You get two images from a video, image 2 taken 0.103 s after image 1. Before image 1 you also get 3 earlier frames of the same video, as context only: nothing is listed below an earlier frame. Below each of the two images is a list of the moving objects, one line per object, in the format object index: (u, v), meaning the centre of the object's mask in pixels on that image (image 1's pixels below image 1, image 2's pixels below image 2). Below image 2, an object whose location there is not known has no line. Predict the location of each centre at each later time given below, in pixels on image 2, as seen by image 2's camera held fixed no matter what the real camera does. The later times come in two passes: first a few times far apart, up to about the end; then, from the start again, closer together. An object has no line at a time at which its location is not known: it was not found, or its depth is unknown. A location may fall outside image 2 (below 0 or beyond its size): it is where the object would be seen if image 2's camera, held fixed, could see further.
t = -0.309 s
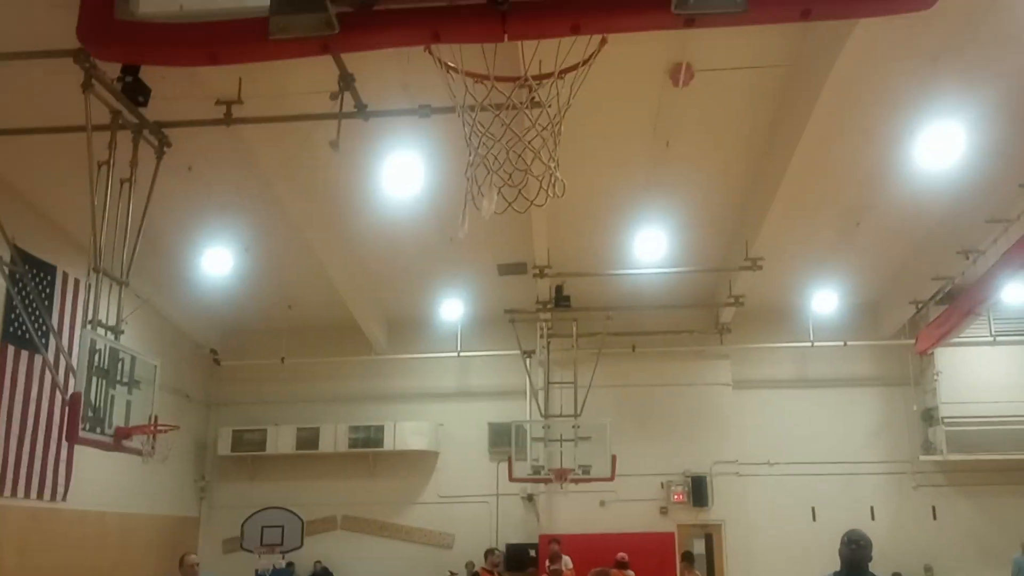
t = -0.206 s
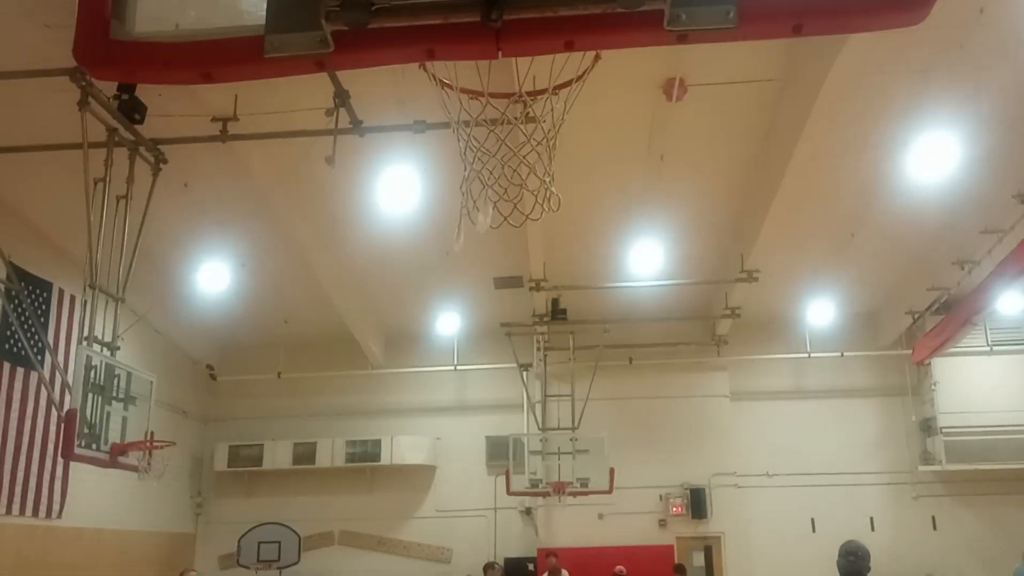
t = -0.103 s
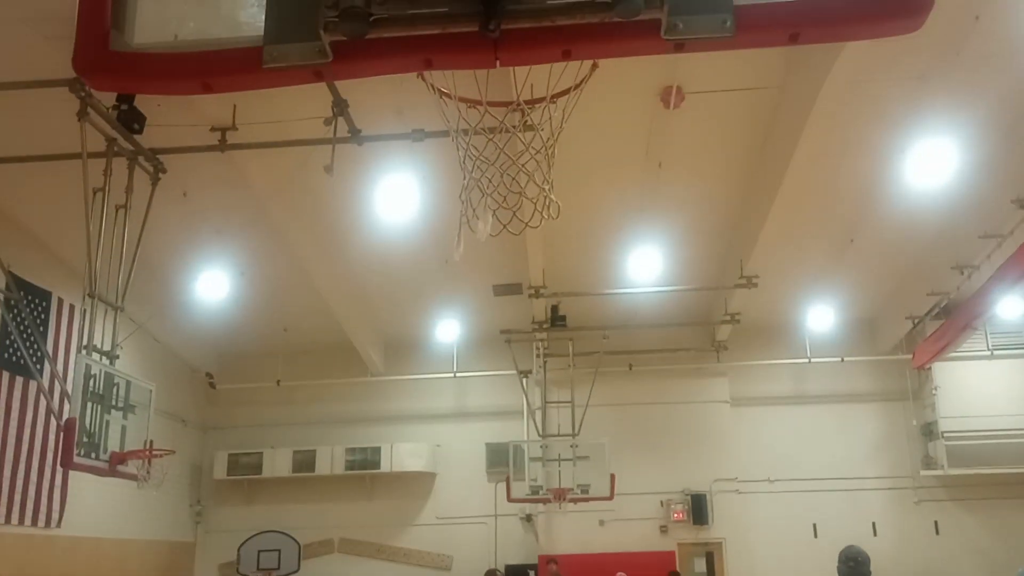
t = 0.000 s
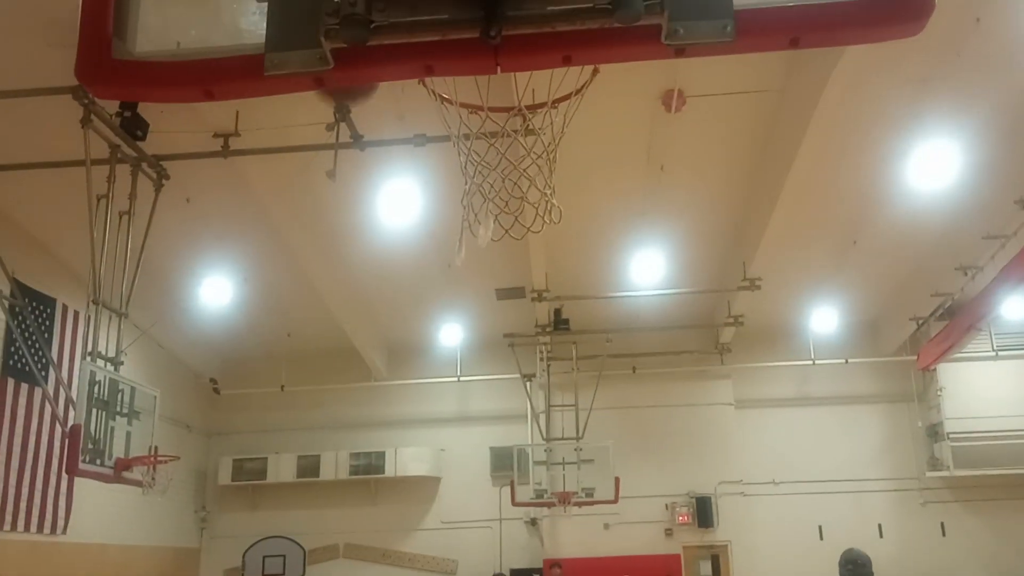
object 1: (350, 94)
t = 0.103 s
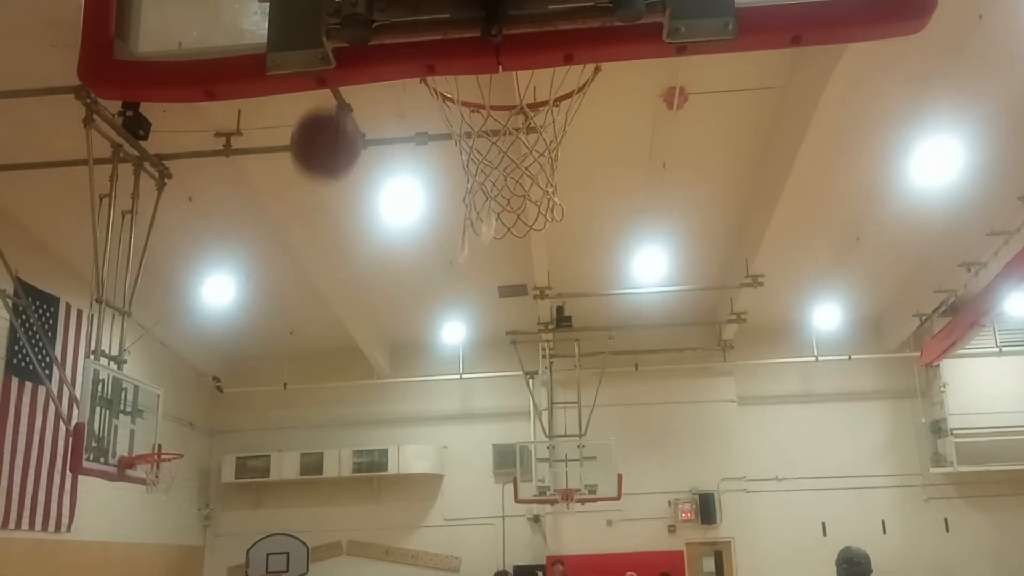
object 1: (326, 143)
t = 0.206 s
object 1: (306, 244)
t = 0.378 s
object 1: (271, 453)
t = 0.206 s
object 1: (306, 244)
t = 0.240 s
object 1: (298, 282)
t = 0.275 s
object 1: (292, 323)
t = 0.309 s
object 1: (285, 364)
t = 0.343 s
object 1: (278, 408)
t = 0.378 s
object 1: (271, 453)
